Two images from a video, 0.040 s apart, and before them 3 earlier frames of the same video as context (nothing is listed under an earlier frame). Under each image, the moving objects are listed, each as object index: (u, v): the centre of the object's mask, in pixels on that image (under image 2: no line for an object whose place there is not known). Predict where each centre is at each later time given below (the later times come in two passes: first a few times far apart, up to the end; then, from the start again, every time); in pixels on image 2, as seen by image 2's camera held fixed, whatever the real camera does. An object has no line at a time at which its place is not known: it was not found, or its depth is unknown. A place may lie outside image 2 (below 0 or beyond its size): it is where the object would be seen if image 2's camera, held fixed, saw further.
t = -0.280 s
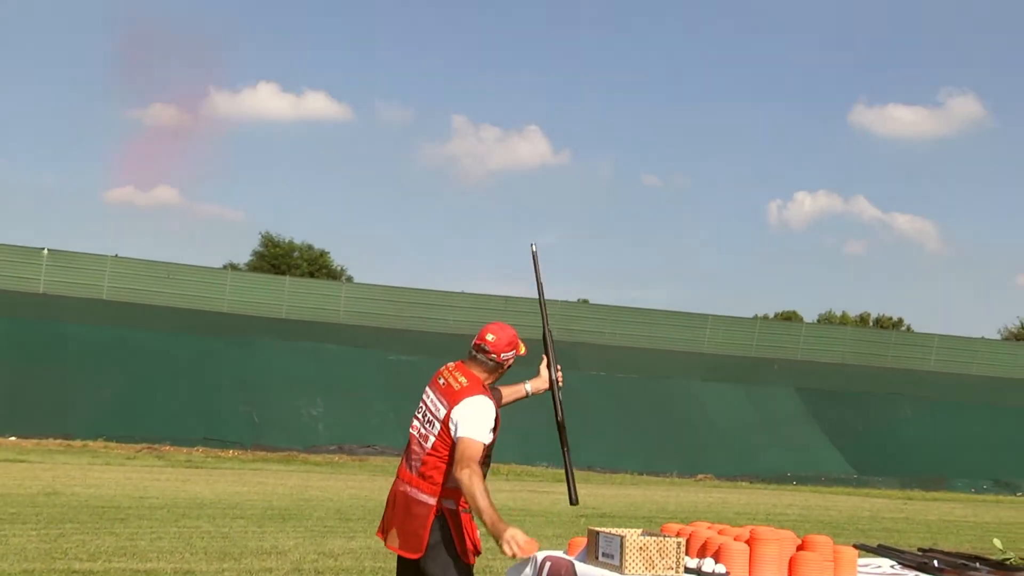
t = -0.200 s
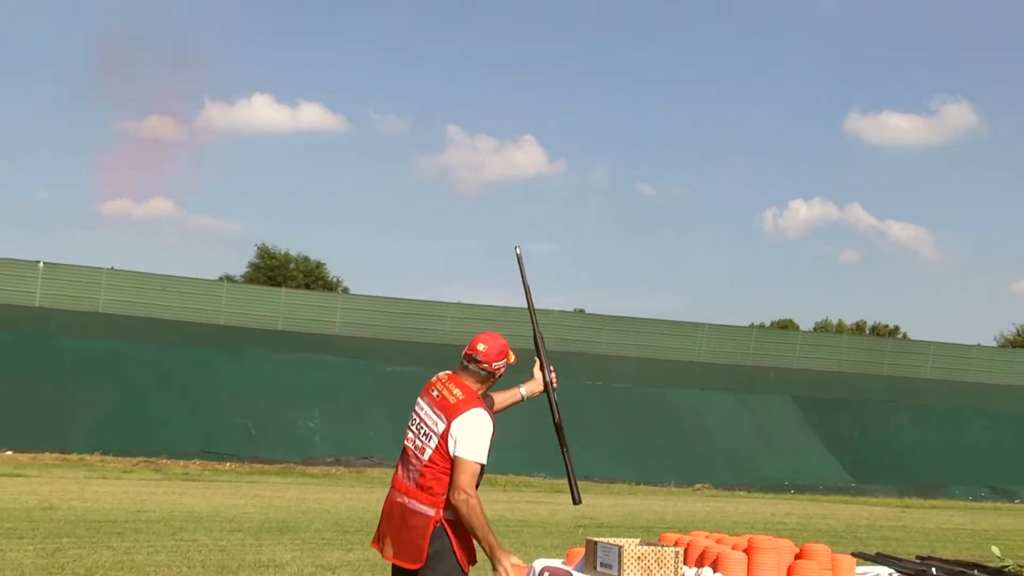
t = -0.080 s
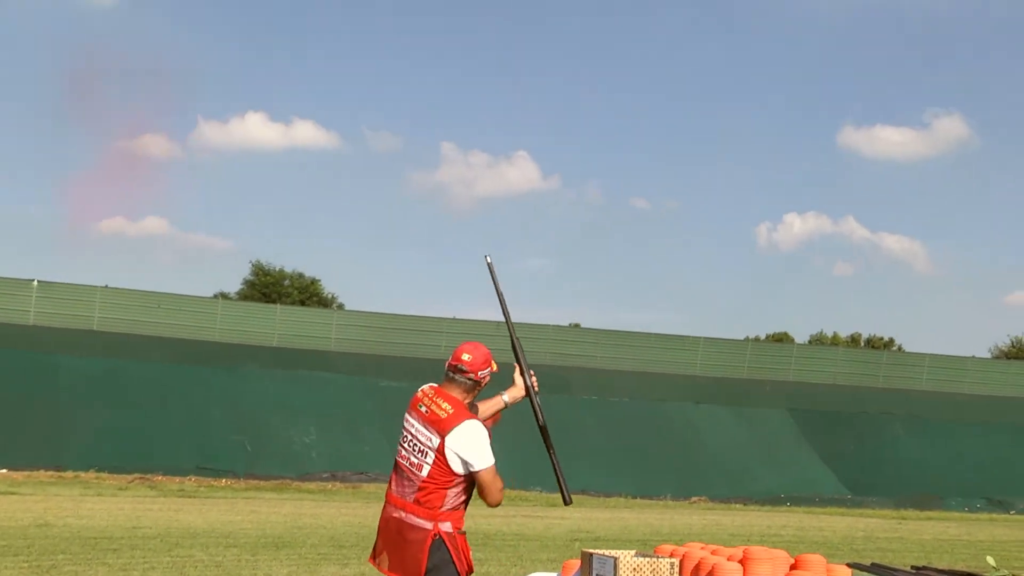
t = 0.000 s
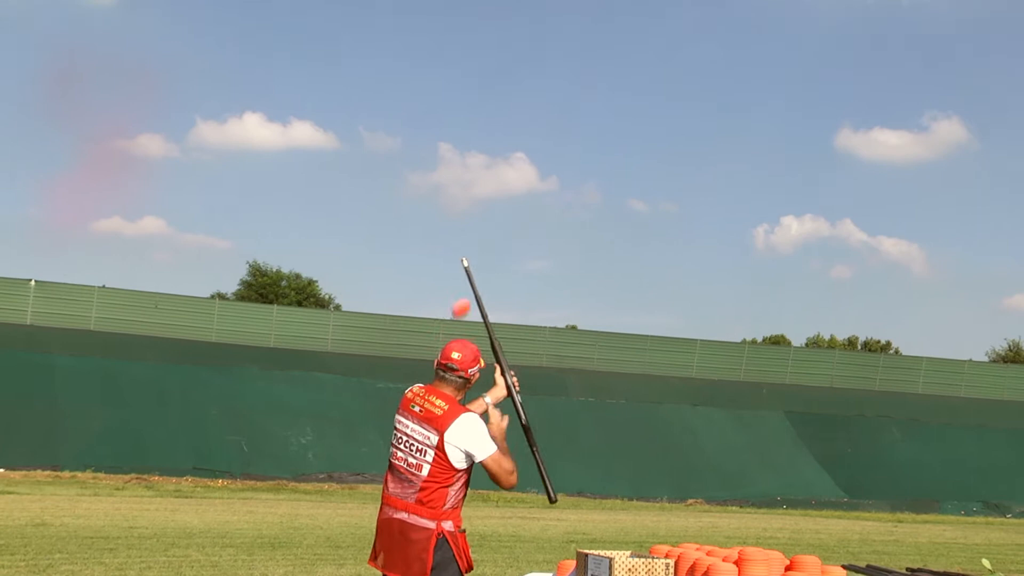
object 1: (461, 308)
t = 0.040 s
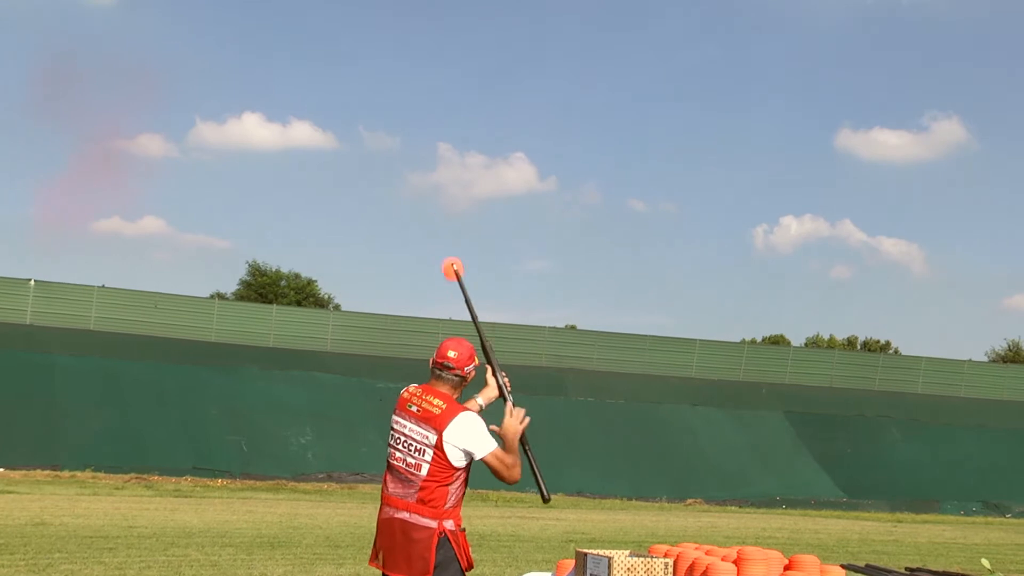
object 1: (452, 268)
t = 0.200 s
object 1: (427, 160)
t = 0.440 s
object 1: (410, 109)
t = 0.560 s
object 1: (406, 117)
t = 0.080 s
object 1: (444, 234)
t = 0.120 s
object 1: (438, 203)
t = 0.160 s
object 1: (432, 182)
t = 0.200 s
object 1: (427, 160)
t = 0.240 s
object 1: (424, 144)
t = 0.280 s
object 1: (419, 132)
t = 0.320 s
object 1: (417, 121)
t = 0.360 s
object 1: (414, 116)
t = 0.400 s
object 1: (411, 111)
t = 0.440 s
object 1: (410, 109)
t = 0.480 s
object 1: (407, 108)
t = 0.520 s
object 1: (405, 112)
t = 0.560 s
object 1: (406, 117)
